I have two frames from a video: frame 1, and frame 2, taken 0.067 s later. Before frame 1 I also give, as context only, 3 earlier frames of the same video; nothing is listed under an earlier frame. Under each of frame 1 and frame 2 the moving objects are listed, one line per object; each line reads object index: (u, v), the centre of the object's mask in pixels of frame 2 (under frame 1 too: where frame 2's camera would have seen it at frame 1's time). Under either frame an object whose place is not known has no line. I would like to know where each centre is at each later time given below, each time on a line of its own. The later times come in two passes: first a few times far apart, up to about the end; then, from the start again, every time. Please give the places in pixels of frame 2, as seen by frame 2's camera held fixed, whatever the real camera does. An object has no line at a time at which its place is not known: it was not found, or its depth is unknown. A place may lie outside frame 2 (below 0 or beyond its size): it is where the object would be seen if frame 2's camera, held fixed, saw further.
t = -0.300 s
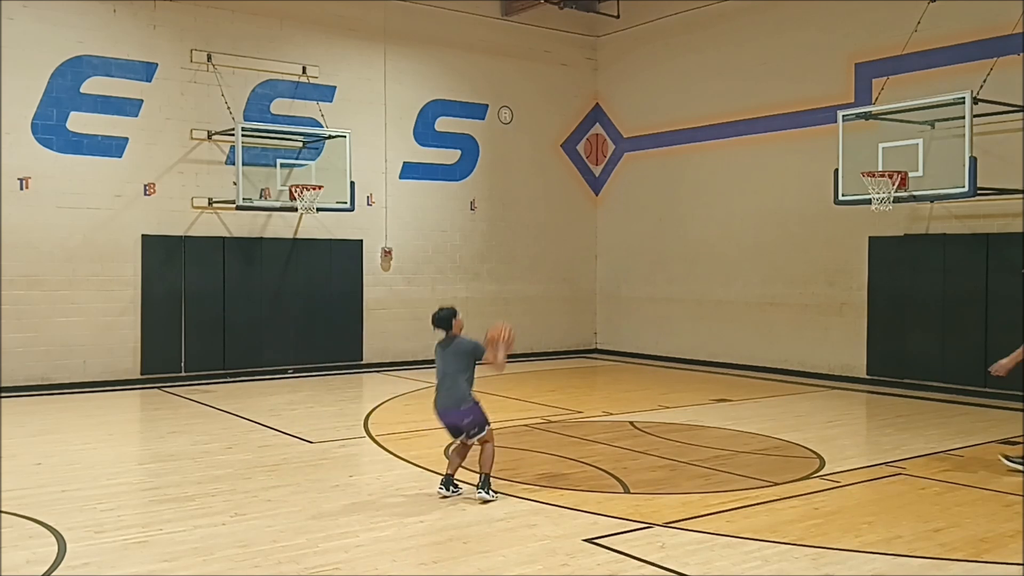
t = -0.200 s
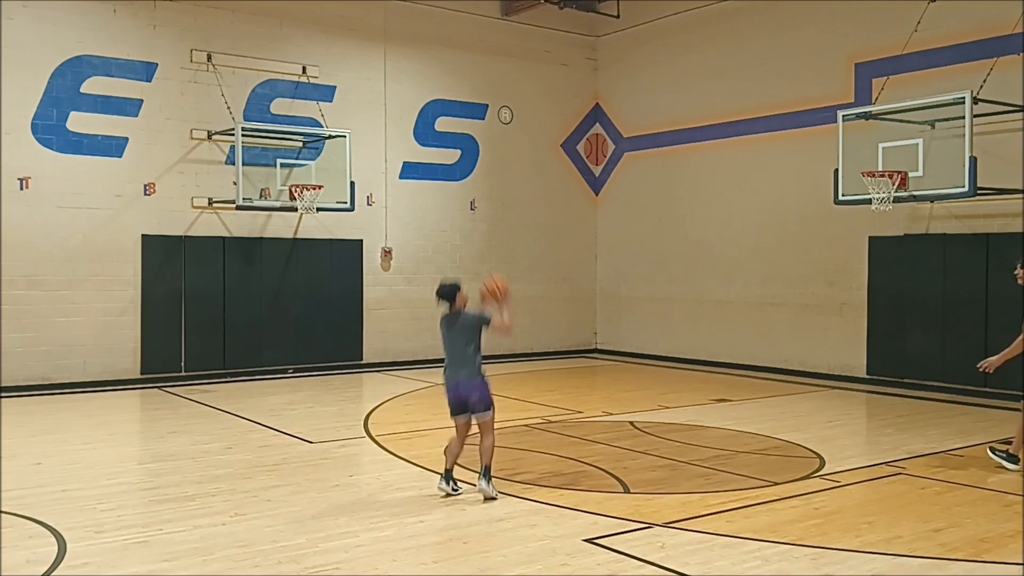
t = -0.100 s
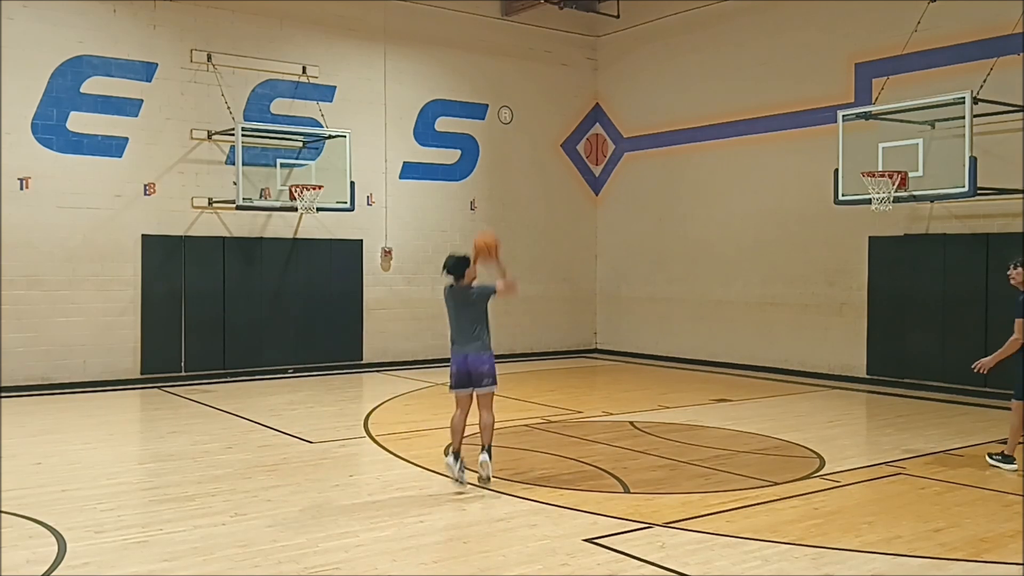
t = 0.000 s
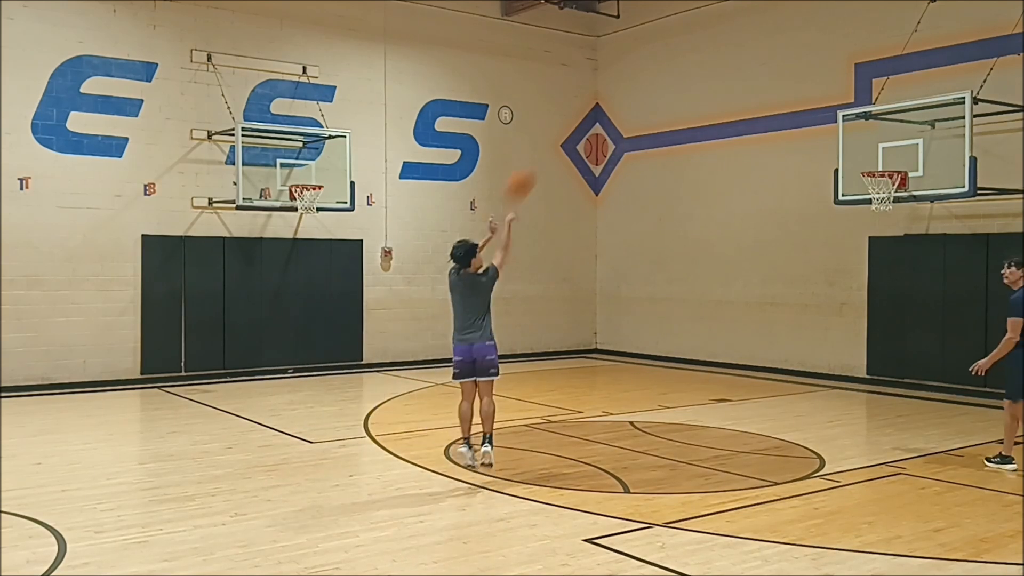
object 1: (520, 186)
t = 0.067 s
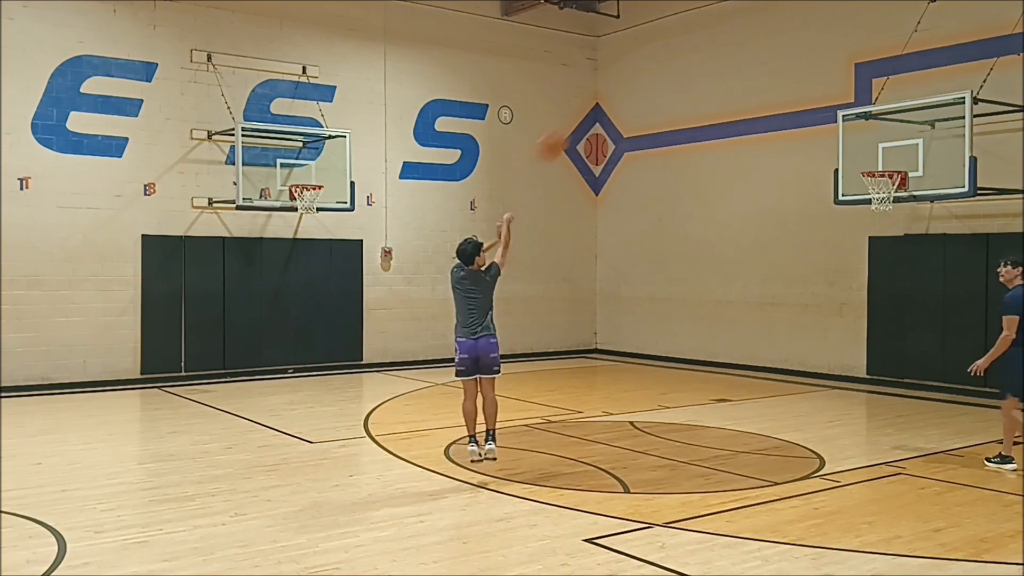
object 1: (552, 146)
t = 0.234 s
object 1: (626, 74)
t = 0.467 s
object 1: (713, 34)
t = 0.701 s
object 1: (785, 50)
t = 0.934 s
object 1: (845, 109)
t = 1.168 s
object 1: (894, 194)
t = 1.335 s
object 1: (884, 221)
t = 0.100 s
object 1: (567, 132)
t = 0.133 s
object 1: (582, 113)
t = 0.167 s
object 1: (596, 100)
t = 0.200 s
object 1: (611, 88)
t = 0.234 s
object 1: (626, 74)
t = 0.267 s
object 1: (639, 65)
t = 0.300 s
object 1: (652, 57)
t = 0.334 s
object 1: (665, 50)
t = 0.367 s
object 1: (678, 44)
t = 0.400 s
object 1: (691, 39)
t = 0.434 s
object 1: (702, 36)
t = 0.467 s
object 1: (713, 34)
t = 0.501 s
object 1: (724, 34)
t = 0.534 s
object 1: (735, 34)
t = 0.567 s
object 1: (746, 35)
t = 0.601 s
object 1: (756, 37)
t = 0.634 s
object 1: (766, 40)
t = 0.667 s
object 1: (775, 45)
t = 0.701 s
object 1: (785, 50)
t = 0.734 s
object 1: (794, 56)
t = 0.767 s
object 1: (803, 63)
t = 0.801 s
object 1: (812, 70)
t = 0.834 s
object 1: (821, 80)
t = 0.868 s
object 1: (829, 89)
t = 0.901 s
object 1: (836, 98)
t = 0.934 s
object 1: (845, 109)
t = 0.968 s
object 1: (854, 123)
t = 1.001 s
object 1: (861, 134)
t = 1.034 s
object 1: (869, 148)
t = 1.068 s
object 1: (876, 160)
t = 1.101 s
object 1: (884, 167)
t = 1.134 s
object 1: (885, 184)
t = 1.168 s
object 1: (894, 194)
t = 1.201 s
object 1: (893, 197)
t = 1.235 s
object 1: (891, 201)
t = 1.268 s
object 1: (889, 206)
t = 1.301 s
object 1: (887, 213)
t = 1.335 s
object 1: (884, 221)
